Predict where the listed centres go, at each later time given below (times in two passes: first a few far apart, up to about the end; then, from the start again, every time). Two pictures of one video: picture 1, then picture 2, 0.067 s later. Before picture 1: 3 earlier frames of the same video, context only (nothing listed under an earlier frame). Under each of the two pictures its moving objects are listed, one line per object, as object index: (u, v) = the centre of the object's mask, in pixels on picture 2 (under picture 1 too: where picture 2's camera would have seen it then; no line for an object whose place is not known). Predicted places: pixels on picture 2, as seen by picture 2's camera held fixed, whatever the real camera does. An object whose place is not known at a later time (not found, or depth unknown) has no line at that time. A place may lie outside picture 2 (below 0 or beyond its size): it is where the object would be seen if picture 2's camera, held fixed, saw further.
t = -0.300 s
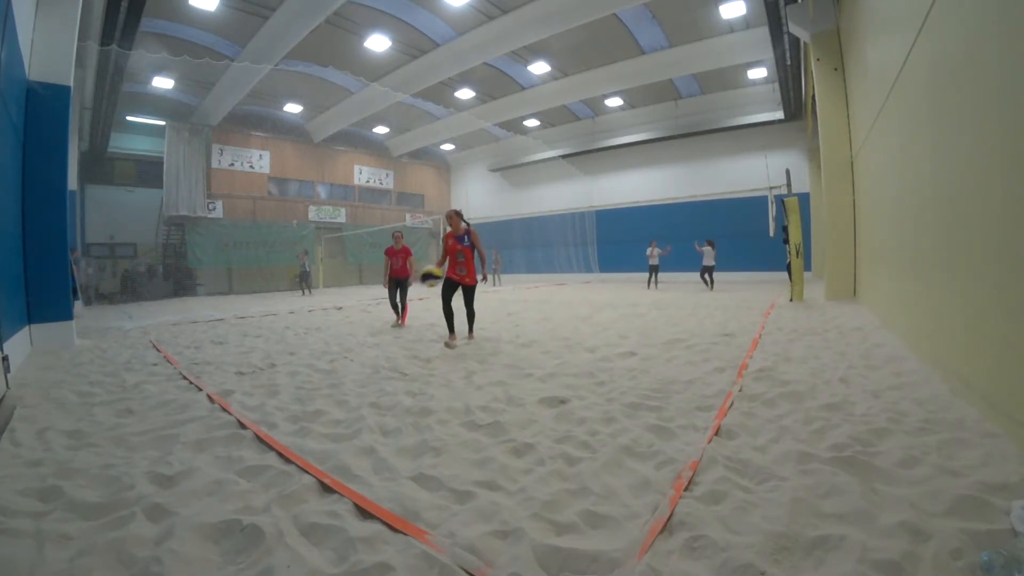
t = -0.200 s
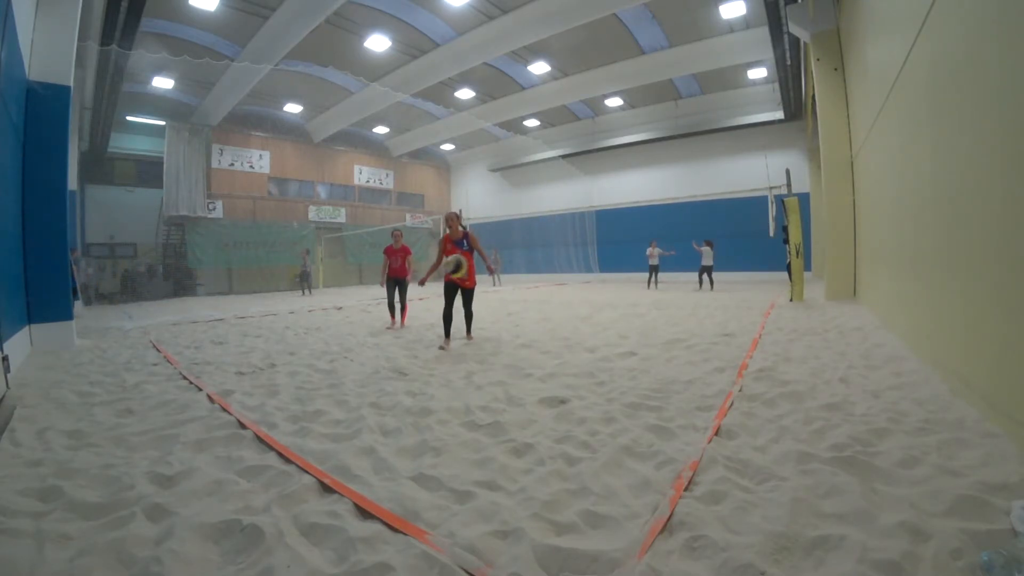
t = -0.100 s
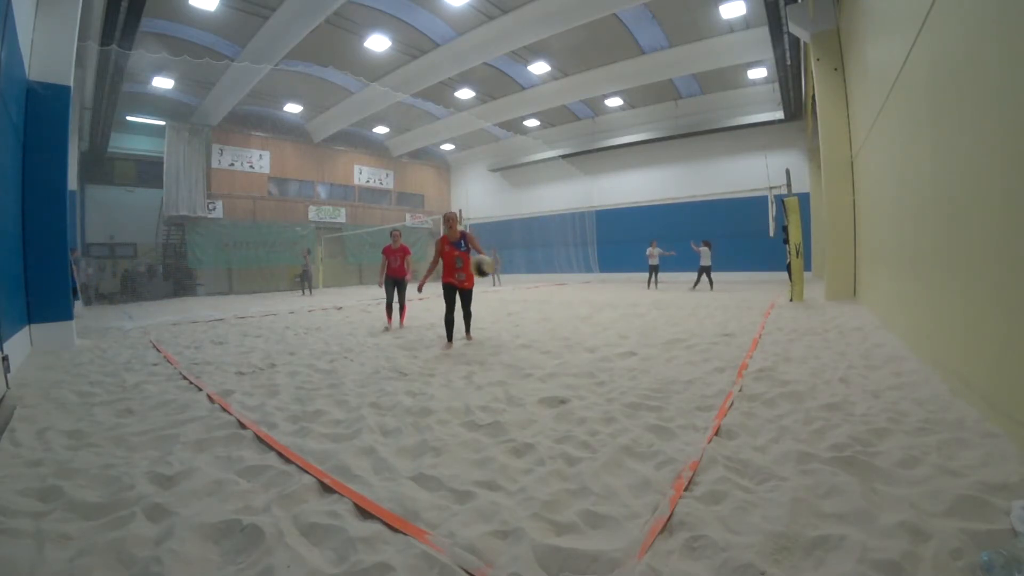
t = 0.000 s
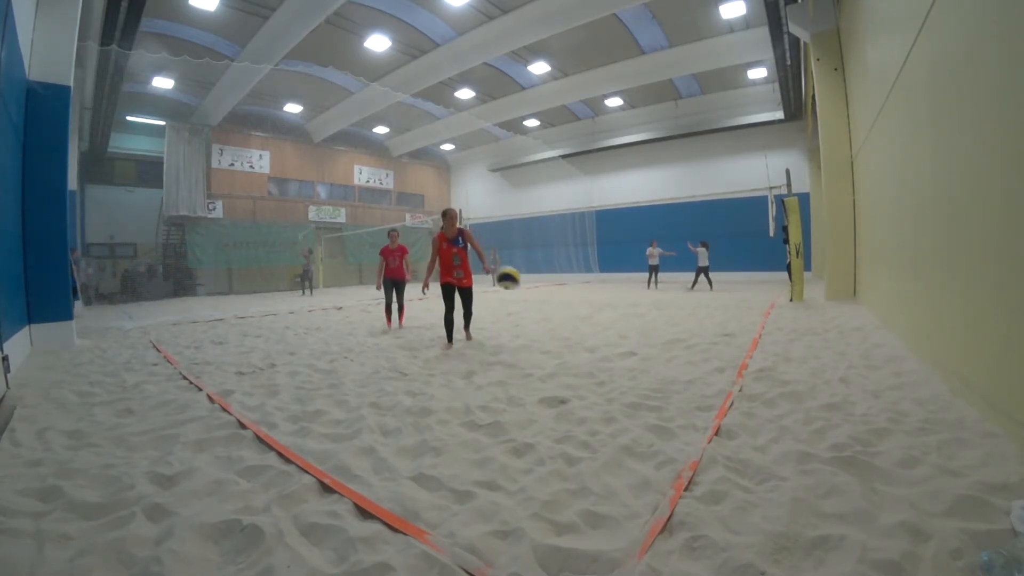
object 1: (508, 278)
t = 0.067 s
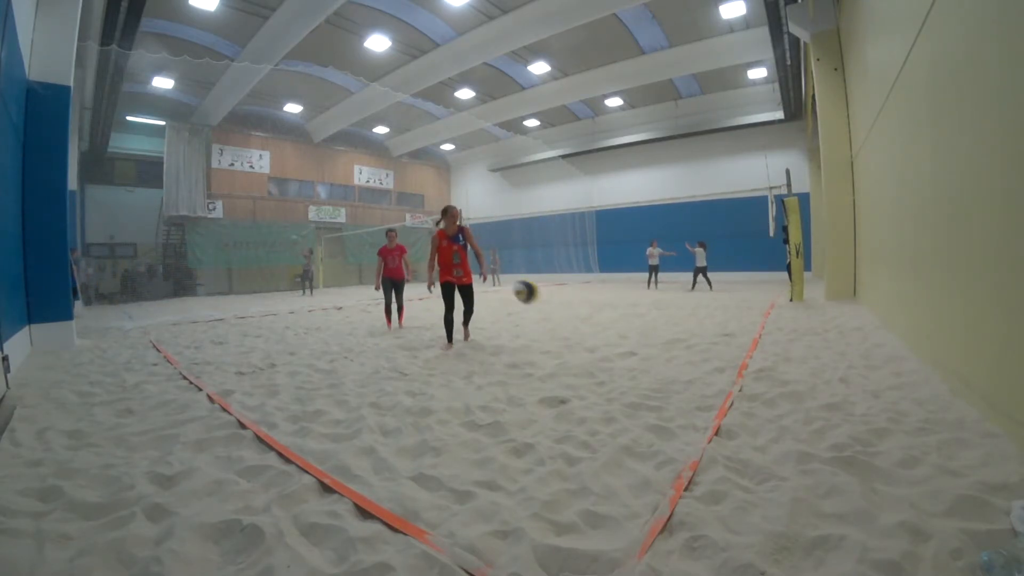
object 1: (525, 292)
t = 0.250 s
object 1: (578, 355)
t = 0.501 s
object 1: (640, 354)
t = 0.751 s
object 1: (698, 356)
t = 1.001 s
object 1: (733, 353)
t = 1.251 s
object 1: (757, 353)
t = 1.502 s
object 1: (773, 352)
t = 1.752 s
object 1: (792, 355)
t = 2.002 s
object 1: (805, 354)
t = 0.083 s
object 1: (530, 295)
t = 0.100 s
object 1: (535, 300)
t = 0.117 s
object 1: (540, 304)
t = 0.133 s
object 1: (545, 310)
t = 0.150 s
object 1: (549, 316)
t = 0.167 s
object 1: (554, 322)
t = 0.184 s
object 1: (558, 327)
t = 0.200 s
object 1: (563, 334)
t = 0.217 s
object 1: (568, 340)
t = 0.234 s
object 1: (572, 347)
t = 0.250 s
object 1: (578, 355)
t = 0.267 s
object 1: (582, 356)
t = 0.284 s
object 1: (586, 355)
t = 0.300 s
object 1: (591, 355)
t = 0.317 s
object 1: (594, 354)
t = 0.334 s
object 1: (599, 352)
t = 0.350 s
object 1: (602, 351)
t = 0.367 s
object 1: (607, 350)
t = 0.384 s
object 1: (611, 350)
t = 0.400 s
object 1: (616, 350)
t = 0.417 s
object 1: (620, 350)
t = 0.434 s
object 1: (624, 351)
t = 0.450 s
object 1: (628, 352)
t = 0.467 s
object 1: (632, 353)
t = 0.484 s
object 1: (636, 354)
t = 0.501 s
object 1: (640, 354)
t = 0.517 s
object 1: (644, 353)
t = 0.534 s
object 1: (648, 353)
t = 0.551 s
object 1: (652, 353)
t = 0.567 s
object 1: (657, 354)
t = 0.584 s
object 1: (661, 353)
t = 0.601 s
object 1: (665, 353)
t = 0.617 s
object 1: (669, 354)
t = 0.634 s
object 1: (672, 355)
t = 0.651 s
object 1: (676, 356)
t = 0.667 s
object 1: (679, 356)
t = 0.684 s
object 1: (683, 356)
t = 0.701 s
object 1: (687, 356)
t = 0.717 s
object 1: (691, 355)
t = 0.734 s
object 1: (694, 355)
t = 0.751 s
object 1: (698, 356)
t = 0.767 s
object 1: (702, 357)
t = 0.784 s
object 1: (705, 358)
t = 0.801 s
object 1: (708, 357)
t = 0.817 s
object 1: (710, 357)
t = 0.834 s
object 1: (713, 355)
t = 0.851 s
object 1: (714, 355)
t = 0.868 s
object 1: (716, 354)
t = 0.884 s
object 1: (719, 354)
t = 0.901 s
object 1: (721, 353)
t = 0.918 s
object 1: (723, 353)
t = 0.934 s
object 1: (725, 353)
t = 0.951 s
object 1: (727, 353)
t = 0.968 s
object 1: (729, 353)
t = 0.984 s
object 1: (731, 353)
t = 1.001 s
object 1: (733, 353)
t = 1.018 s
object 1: (735, 353)
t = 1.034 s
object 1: (737, 353)
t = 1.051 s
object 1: (739, 353)
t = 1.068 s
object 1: (741, 354)
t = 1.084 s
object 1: (743, 355)
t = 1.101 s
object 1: (745, 354)
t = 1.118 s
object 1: (746, 354)
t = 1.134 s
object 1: (748, 353)
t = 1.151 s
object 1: (749, 353)
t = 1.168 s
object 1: (750, 353)
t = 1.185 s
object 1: (752, 353)
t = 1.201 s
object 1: (753, 353)
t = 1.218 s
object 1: (754, 353)
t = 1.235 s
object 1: (755, 353)
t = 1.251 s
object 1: (757, 353)
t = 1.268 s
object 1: (758, 352)
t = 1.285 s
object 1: (759, 352)
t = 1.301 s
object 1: (760, 351)
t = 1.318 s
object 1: (761, 351)
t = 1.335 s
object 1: (762, 351)
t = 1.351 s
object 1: (763, 351)
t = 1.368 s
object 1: (764, 350)
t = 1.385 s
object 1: (765, 351)
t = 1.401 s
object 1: (767, 351)
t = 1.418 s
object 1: (768, 351)
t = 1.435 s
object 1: (769, 351)
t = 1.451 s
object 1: (770, 351)
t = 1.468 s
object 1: (770, 351)
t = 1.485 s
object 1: (772, 351)
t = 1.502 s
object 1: (773, 352)
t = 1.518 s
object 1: (774, 352)
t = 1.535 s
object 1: (776, 353)
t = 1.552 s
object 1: (776, 353)
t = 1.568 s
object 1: (778, 353)
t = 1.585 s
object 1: (779, 354)
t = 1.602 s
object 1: (780, 354)
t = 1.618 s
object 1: (781, 354)
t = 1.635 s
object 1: (783, 354)
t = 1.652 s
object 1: (784, 355)
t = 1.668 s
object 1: (785, 355)
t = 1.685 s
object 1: (787, 355)
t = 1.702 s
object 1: (788, 355)
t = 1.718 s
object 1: (789, 355)
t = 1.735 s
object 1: (791, 355)
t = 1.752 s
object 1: (792, 355)
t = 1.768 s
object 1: (793, 356)
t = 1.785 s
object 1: (795, 356)
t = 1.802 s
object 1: (796, 356)
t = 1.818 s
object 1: (797, 356)
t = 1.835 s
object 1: (799, 356)
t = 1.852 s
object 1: (800, 356)
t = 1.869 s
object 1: (800, 356)
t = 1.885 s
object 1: (801, 355)
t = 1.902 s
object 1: (802, 355)
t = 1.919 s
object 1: (803, 355)
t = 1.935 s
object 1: (803, 354)
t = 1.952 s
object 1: (804, 354)
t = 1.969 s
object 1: (804, 354)
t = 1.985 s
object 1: (805, 354)
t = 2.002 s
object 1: (805, 354)
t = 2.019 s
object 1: (805, 353)
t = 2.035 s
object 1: (805, 354)
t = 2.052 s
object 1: (805, 354)
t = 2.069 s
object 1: (805, 353)
